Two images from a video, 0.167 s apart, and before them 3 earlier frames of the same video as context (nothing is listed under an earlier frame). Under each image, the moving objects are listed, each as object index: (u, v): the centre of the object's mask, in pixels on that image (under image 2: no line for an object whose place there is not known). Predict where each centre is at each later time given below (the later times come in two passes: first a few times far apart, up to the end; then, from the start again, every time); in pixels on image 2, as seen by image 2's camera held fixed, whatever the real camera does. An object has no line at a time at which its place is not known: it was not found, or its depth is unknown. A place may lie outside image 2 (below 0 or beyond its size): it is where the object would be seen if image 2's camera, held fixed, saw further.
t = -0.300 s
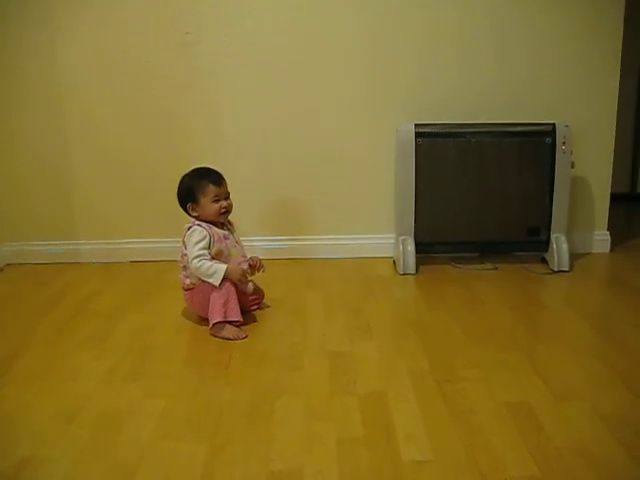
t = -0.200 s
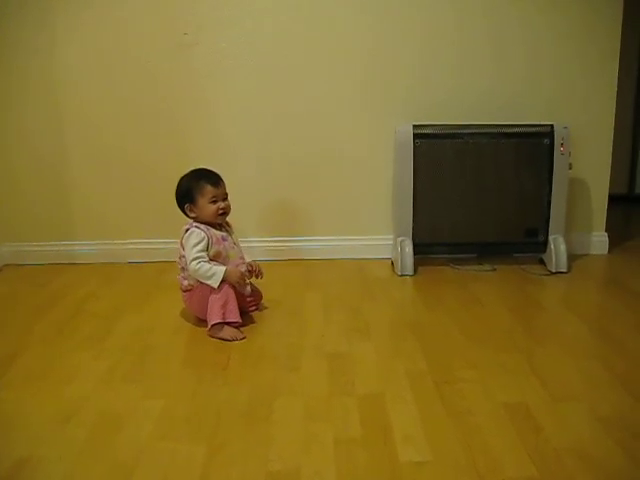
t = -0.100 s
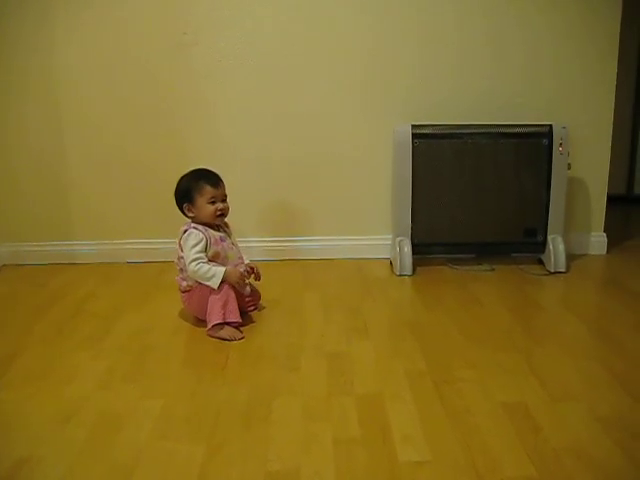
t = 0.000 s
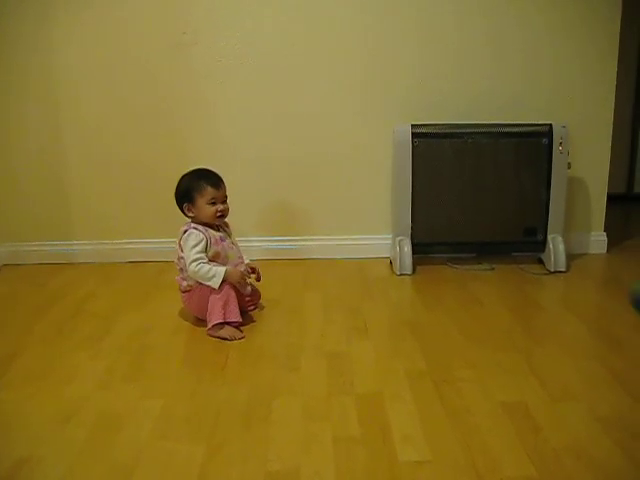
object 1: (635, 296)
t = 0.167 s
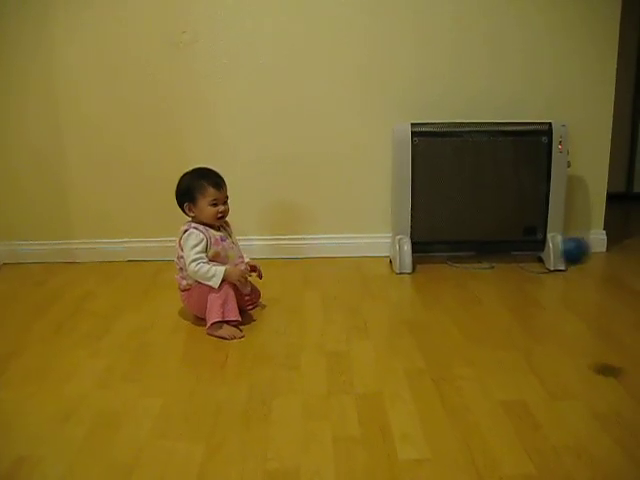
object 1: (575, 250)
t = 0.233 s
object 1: (543, 265)
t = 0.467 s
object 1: (452, 297)
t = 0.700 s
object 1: (371, 305)
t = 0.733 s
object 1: (359, 305)
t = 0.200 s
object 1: (559, 255)
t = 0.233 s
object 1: (543, 265)
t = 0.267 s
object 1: (531, 274)
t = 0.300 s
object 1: (517, 291)
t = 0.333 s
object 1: (504, 309)
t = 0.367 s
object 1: (491, 332)
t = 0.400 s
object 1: (478, 328)
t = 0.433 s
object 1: (466, 312)
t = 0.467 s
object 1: (452, 297)
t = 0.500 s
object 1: (440, 288)
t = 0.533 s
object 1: (428, 282)
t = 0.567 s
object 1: (417, 280)
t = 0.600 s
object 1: (405, 281)
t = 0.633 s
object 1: (392, 286)
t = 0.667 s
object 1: (381, 294)
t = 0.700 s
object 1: (371, 305)
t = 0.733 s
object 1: (359, 305)
